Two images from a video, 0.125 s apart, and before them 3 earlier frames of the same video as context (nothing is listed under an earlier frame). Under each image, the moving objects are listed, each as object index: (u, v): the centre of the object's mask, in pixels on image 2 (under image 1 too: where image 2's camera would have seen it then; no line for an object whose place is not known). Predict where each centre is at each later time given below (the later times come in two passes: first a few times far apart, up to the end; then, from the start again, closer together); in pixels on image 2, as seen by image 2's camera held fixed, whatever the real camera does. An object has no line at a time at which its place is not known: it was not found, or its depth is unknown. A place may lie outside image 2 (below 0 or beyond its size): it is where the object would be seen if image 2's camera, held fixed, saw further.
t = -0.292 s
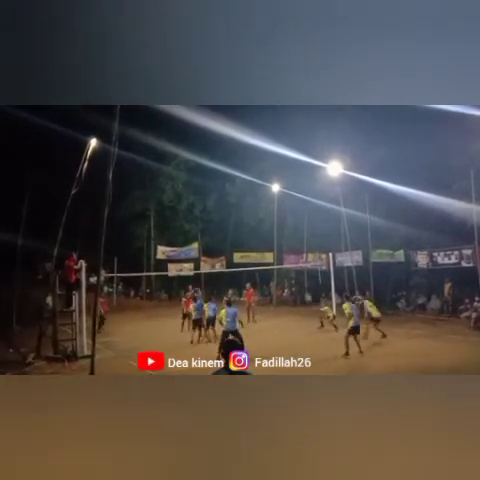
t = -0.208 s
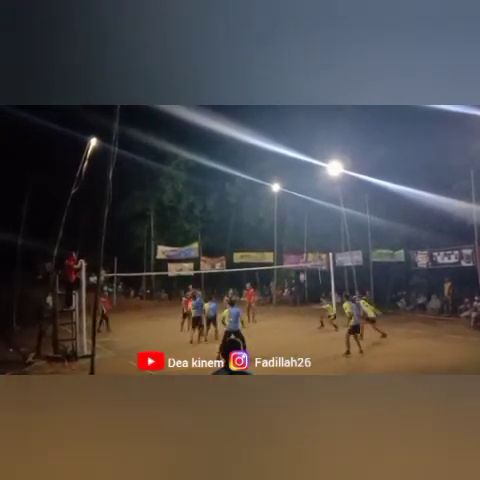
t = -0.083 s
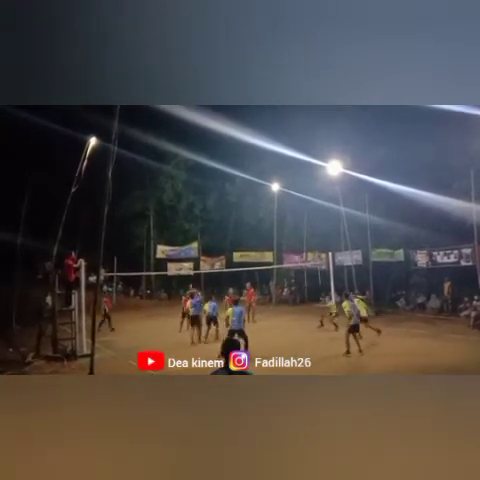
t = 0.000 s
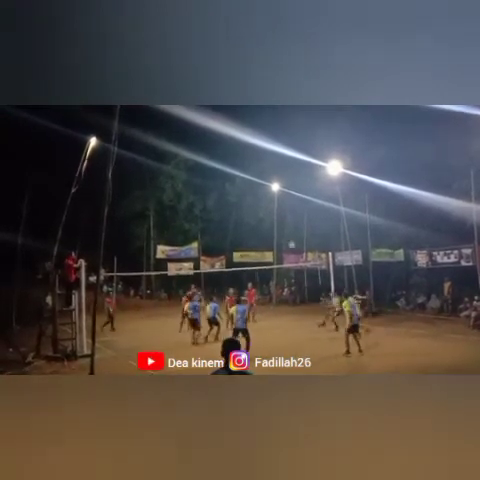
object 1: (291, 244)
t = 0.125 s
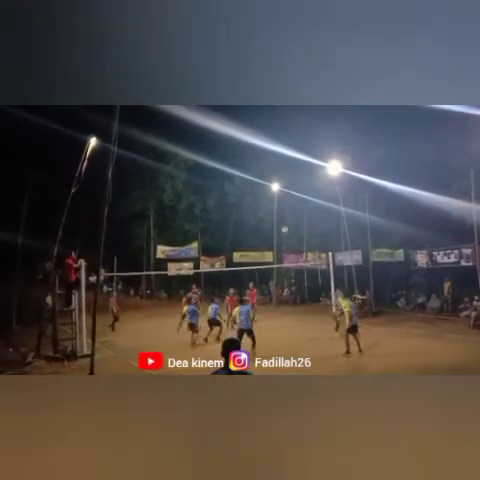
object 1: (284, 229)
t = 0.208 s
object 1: (280, 222)
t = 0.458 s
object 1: (269, 211)
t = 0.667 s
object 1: (259, 215)
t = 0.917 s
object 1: (249, 235)
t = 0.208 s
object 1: (280, 222)
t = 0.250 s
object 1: (280, 220)
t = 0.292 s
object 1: (278, 219)
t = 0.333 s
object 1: (275, 215)
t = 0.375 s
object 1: (274, 214)
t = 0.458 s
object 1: (269, 211)
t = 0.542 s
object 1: (266, 212)
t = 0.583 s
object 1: (264, 212)
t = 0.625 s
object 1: (262, 213)
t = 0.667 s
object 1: (259, 215)
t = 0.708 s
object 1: (258, 217)
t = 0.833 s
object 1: (252, 227)
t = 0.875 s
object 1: (251, 231)
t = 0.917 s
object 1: (249, 235)
